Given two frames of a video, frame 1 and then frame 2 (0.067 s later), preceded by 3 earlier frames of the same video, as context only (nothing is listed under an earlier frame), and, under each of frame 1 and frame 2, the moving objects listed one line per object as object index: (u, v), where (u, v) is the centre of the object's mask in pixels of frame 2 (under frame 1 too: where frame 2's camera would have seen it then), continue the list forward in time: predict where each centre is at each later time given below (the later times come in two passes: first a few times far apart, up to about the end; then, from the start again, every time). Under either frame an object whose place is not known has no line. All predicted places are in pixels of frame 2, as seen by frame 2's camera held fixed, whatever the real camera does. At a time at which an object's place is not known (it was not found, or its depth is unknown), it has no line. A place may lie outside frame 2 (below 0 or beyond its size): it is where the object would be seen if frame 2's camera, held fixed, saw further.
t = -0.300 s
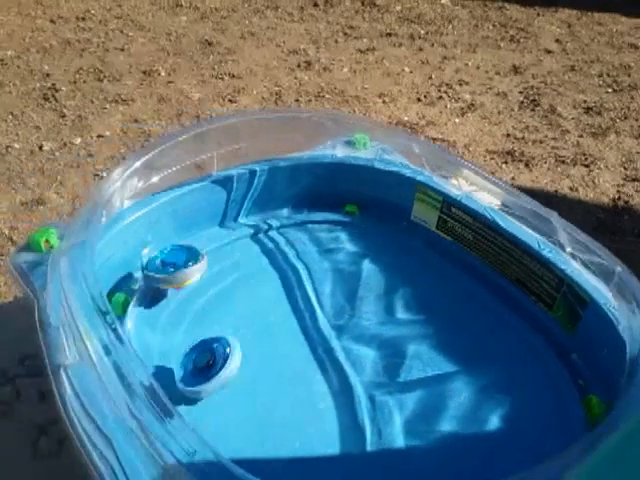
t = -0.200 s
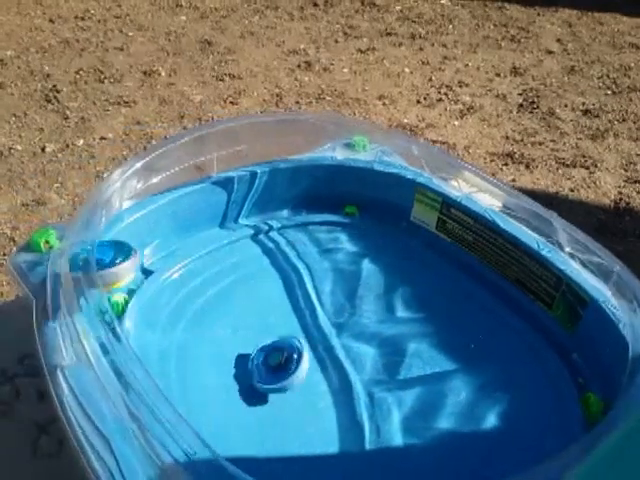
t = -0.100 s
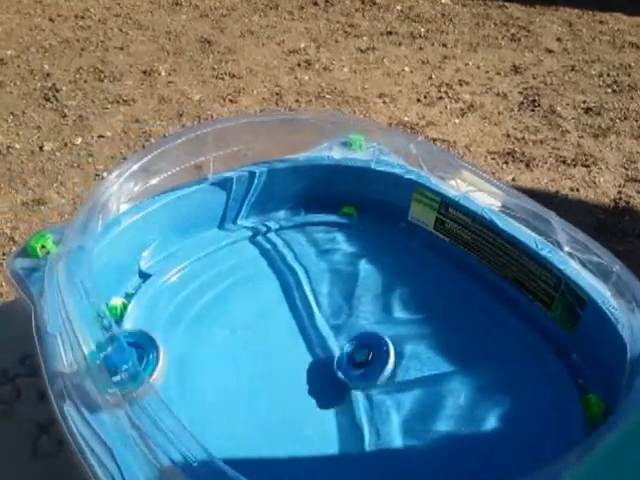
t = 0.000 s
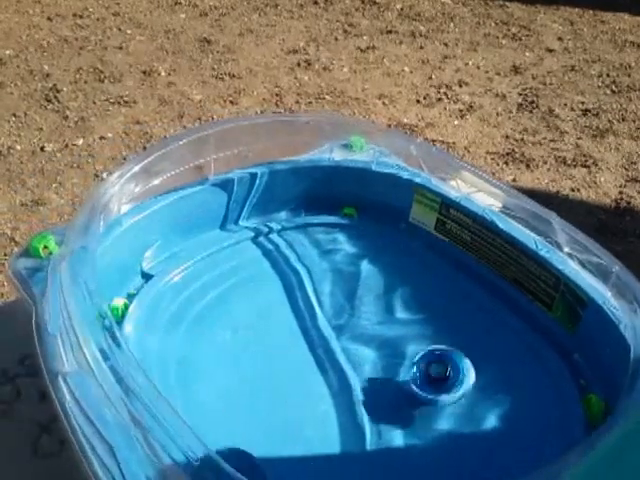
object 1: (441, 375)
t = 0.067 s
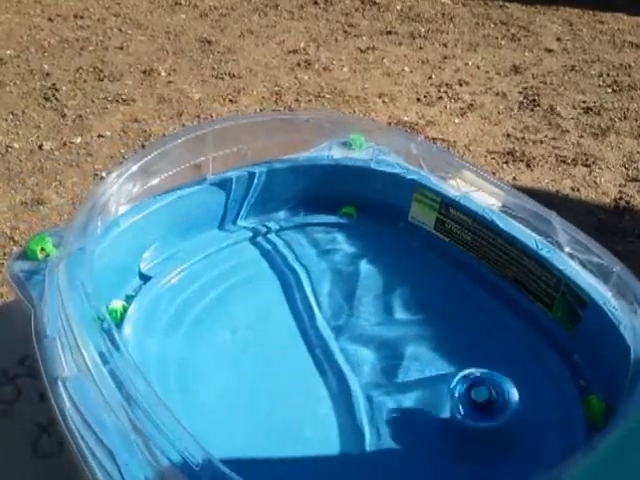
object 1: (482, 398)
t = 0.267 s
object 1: (536, 387)
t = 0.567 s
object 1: (425, 356)
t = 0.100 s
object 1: (502, 415)
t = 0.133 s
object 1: (521, 434)
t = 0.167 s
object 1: (541, 446)
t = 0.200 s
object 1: (552, 428)
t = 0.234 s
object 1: (544, 403)
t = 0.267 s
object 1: (536, 387)
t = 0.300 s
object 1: (530, 368)
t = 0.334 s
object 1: (521, 358)
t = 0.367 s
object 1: (514, 344)
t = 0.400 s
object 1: (503, 337)
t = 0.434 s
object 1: (491, 333)
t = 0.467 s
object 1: (479, 331)
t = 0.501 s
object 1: (465, 335)
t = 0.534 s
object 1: (446, 345)
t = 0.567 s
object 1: (425, 356)
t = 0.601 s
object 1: (404, 372)
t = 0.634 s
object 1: (381, 392)
